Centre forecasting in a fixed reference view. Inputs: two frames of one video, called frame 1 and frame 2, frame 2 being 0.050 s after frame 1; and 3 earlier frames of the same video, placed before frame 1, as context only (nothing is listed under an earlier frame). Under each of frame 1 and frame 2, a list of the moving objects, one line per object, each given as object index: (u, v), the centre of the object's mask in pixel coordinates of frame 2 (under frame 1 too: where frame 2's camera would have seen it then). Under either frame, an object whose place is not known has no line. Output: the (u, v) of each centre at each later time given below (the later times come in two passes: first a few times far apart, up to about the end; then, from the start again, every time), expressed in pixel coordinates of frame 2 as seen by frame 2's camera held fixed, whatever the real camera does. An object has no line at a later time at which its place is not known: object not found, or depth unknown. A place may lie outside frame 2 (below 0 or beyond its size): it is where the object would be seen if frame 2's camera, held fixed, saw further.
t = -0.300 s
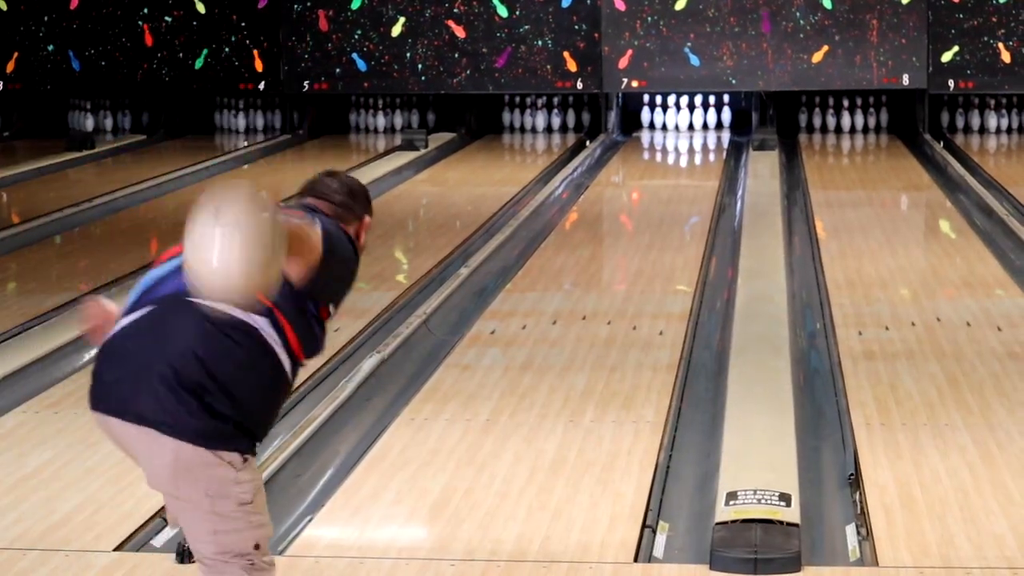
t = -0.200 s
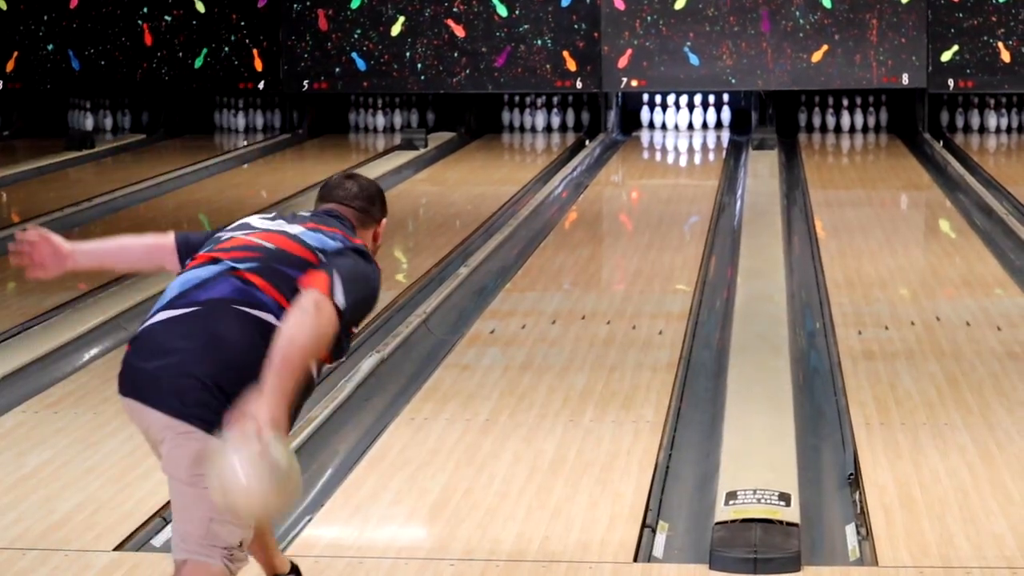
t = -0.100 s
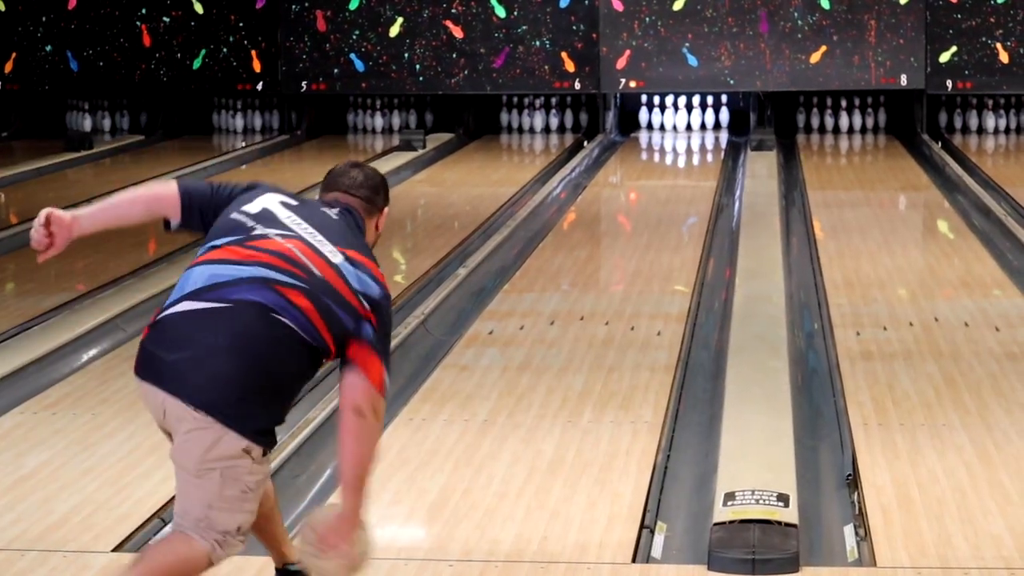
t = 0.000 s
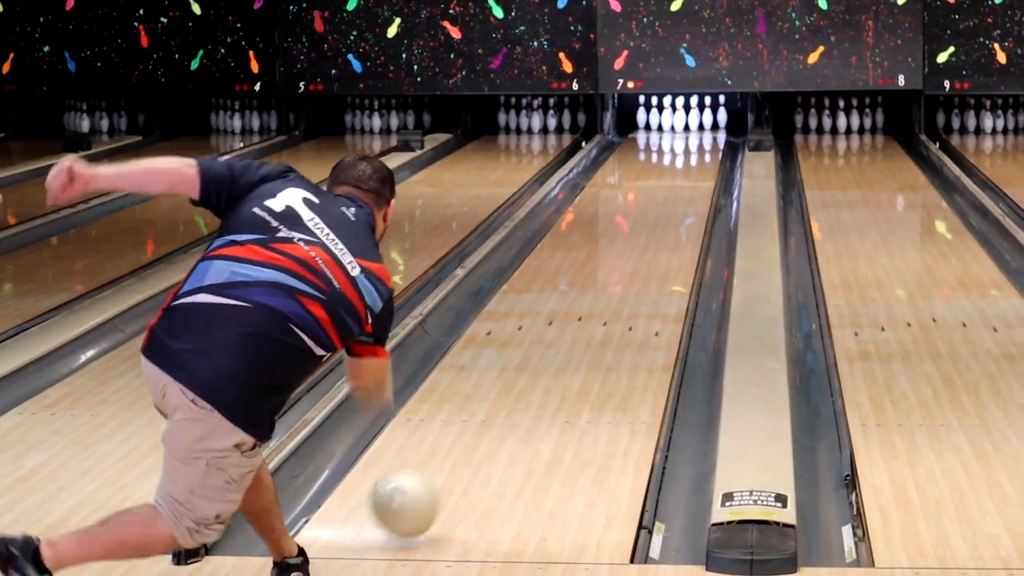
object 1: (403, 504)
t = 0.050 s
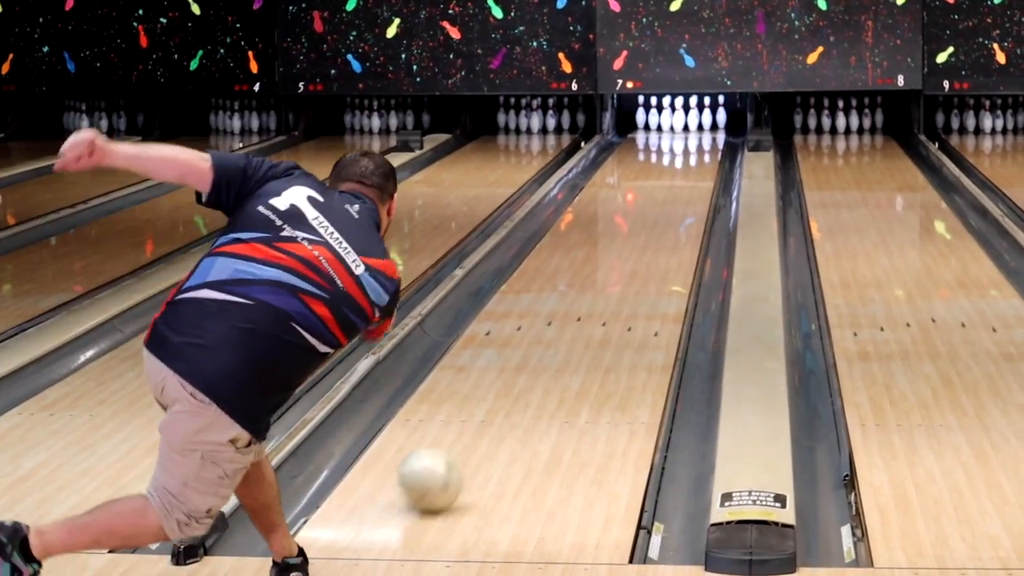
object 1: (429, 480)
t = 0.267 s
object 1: (519, 380)
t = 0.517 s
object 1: (584, 303)
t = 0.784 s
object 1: (629, 248)
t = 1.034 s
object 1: (657, 212)
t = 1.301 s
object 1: (678, 183)
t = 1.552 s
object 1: (689, 161)
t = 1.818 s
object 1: (692, 143)
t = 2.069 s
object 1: (685, 130)
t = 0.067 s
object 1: (438, 470)
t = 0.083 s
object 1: (447, 461)
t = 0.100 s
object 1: (454, 452)
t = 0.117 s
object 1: (462, 444)
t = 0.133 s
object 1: (470, 435)
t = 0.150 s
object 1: (477, 428)
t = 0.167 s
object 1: (483, 420)
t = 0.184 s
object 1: (490, 412)
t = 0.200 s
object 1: (496, 404)
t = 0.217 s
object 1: (503, 398)
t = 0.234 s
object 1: (509, 392)
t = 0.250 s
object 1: (514, 386)
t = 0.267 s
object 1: (519, 380)
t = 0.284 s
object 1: (524, 373)
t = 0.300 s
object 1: (530, 367)
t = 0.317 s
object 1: (535, 362)
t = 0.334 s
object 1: (540, 356)
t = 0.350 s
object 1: (545, 351)
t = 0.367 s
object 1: (549, 345)
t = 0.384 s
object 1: (553, 340)
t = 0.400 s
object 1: (558, 336)
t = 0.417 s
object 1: (562, 331)
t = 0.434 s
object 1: (565, 326)
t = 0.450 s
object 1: (570, 321)
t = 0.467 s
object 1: (573, 316)
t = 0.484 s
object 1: (577, 312)
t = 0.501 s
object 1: (580, 307)
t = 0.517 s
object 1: (584, 303)
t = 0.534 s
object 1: (588, 298)
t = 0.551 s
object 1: (591, 294)
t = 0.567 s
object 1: (594, 290)
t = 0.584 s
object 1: (597, 286)
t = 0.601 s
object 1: (600, 283)
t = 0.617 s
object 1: (604, 279)
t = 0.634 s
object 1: (606, 275)
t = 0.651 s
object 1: (608, 272)
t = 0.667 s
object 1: (612, 269)
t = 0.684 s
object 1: (615, 267)
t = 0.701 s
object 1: (618, 263)
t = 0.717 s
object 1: (620, 260)
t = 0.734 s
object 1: (622, 257)
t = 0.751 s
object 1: (624, 254)
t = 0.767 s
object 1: (627, 251)
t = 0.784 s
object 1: (629, 248)
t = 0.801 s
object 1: (631, 246)
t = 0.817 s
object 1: (634, 243)
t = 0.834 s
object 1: (636, 240)
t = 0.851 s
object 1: (638, 238)
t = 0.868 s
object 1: (640, 235)
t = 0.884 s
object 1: (641, 233)
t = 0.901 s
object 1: (643, 230)
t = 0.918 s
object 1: (645, 228)
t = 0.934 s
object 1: (646, 226)
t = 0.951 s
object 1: (648, 223)
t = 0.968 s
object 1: (651, 221)
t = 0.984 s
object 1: (652, 219)
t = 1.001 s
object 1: (654, 216)
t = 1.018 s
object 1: (655, 214)
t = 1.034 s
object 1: (657, 212)
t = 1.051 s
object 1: (658, 210)
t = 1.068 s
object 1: (660, 207)
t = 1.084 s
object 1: (662, 205)
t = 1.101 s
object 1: (663, 204)
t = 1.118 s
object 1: (665, 202)
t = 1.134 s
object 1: (666, 200)
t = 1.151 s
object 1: (667, 199)
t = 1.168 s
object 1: (669, 197)
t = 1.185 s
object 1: (670, 195)
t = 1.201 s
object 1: (671, 193)
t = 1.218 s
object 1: (673, 191)
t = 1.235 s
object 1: (673, 189)
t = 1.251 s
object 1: (674, 187)
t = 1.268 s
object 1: (676, 186)
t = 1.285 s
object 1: (678, 184)
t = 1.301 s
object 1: (678, 183)
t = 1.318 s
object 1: (680, 181)
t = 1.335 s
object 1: (681, 178)
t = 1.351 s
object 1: (681, 177)
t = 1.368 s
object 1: (684, 176)
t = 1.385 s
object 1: (683, 174)
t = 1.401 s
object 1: (684, 172)
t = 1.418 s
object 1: (685, 171)
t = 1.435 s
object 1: (686, 169)
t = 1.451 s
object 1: (687, 168)
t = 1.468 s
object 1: (687, 167)
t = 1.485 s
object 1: (688, 166)
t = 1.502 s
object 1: (688, 165)
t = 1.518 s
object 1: (689, 163)
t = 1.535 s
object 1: (689, 162)
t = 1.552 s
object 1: (689, 161)
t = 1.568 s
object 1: (690, 160)
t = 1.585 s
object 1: (690, 158)
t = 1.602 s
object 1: (691, 157)
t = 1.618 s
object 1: (691, 156)
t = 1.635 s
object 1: (691, 155)
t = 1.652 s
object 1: (692, 154)
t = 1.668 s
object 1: (692, 152)
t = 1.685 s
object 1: (692, 151)
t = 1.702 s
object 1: (692, 150)
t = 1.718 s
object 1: (692, 149)
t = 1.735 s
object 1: (692, 148)
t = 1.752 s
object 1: (692, 148)
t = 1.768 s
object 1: (692, 146)
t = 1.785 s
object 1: (692, 145)
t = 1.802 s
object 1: (692, 144)
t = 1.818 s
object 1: (692, 143)
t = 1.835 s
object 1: (692, 142)
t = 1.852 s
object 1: (692, 142)
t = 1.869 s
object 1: (691, 141)
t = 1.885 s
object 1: (691, 140)
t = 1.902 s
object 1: (690, 138)
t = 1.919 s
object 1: (690, 137)
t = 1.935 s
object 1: (690, 136)
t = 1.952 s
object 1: (690, 135)
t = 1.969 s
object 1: (689, 135)
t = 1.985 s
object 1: (688, 134)
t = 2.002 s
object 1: (688, 133)
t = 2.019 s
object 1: (688, 133)
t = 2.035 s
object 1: (687, 132)
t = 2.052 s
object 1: (686, 132)
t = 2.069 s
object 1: (685, 130)
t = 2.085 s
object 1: (685, 130)
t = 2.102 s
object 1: (683, 128)
